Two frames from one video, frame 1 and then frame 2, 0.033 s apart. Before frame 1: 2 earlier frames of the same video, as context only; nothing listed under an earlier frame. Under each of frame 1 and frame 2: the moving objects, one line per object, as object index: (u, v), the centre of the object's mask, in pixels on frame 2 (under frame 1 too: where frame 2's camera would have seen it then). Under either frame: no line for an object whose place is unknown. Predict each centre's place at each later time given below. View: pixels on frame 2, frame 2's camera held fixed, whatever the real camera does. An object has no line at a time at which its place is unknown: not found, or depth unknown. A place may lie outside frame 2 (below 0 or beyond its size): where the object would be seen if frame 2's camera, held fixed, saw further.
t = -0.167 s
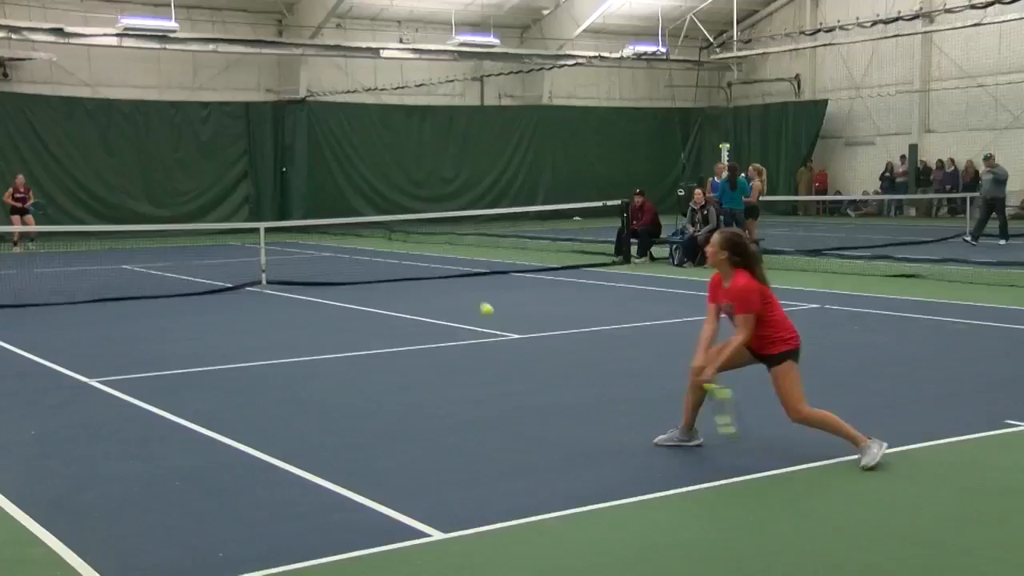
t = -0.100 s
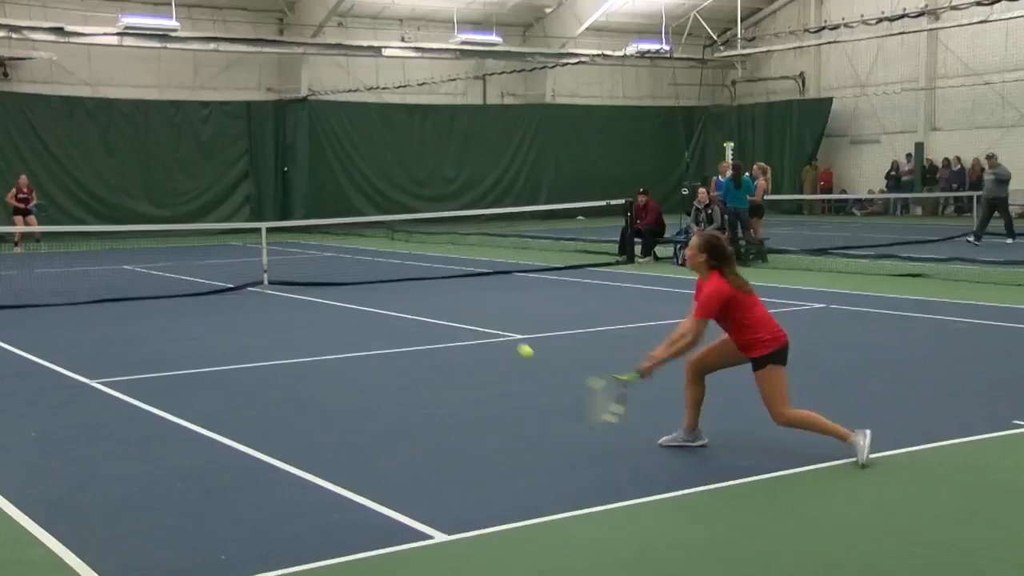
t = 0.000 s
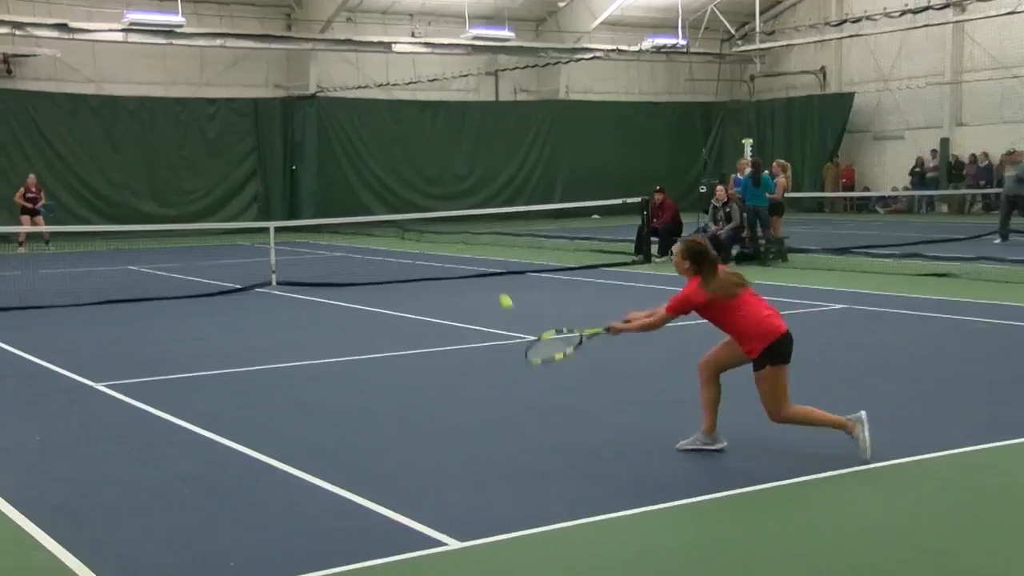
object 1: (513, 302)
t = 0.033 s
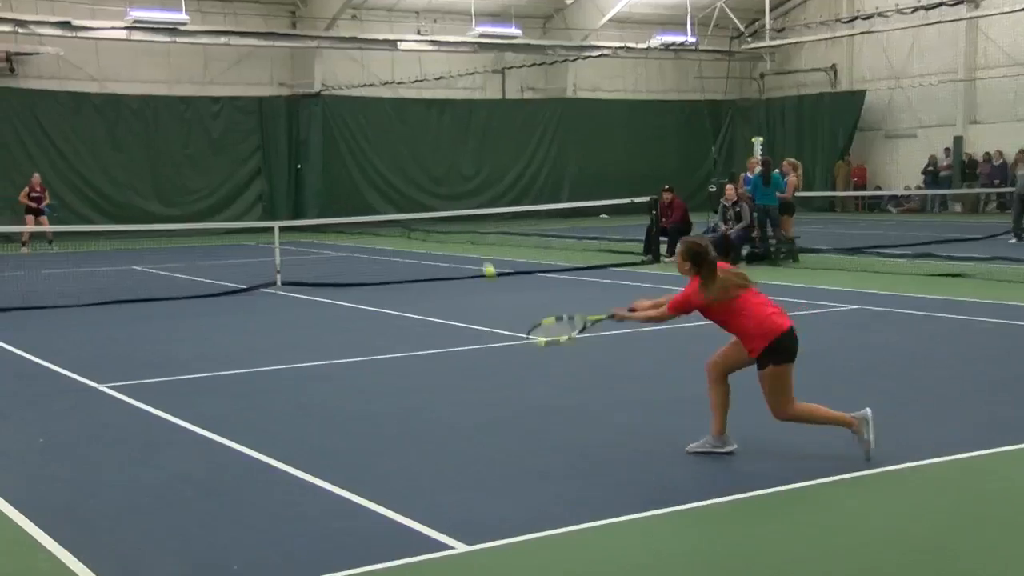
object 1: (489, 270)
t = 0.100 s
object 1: (447, 219)
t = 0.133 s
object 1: (429, 199)
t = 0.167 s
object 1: (414, 183)
